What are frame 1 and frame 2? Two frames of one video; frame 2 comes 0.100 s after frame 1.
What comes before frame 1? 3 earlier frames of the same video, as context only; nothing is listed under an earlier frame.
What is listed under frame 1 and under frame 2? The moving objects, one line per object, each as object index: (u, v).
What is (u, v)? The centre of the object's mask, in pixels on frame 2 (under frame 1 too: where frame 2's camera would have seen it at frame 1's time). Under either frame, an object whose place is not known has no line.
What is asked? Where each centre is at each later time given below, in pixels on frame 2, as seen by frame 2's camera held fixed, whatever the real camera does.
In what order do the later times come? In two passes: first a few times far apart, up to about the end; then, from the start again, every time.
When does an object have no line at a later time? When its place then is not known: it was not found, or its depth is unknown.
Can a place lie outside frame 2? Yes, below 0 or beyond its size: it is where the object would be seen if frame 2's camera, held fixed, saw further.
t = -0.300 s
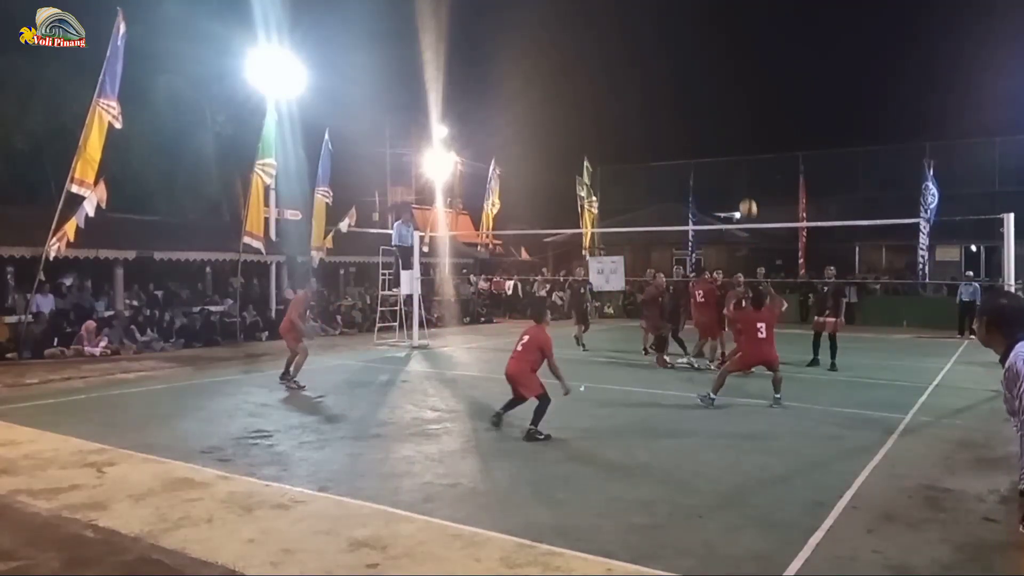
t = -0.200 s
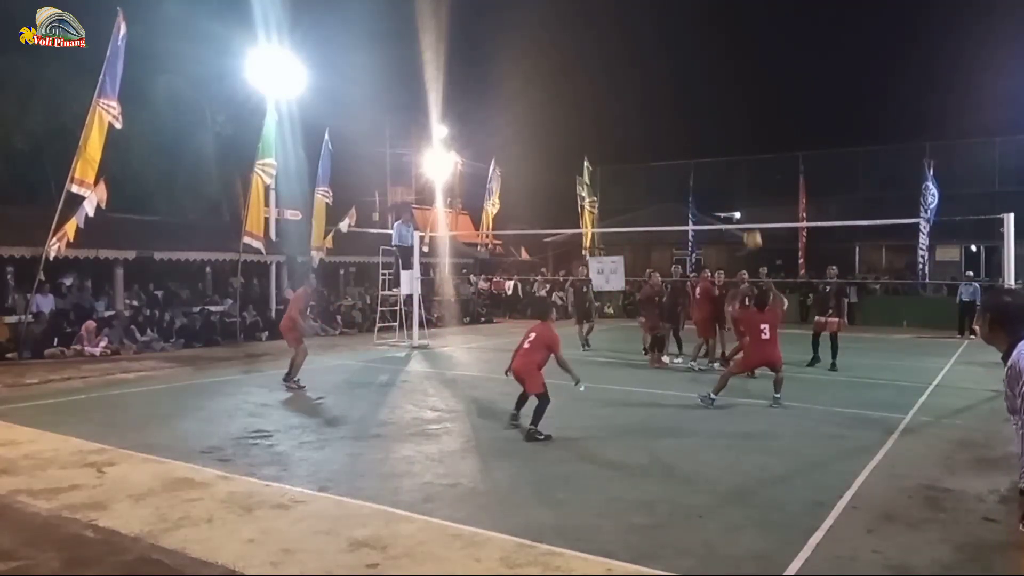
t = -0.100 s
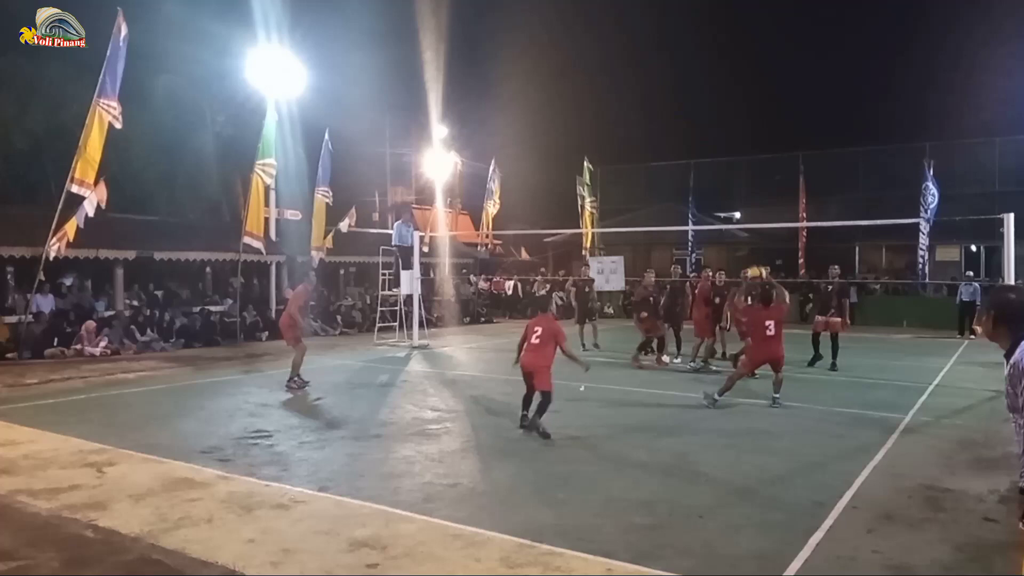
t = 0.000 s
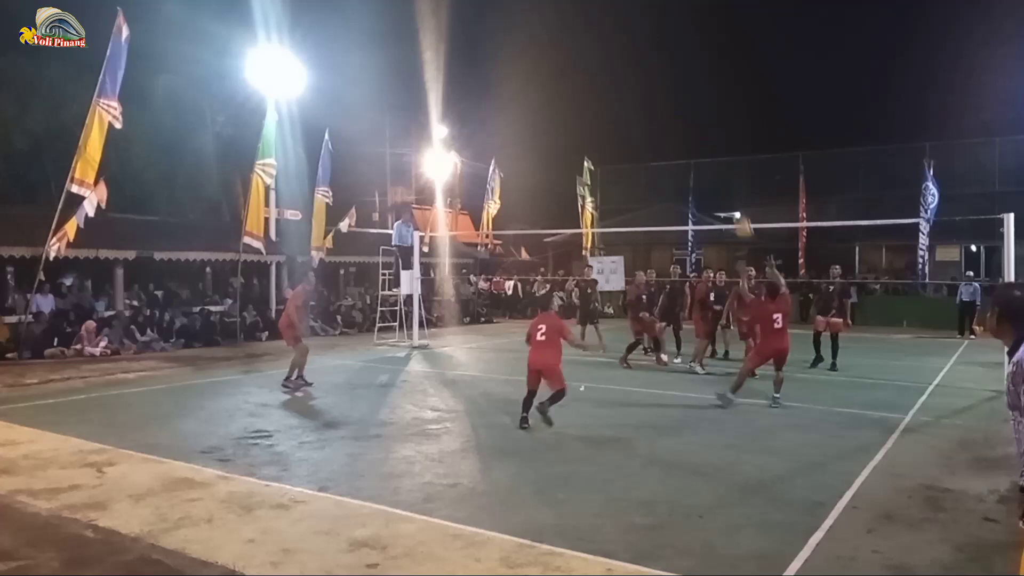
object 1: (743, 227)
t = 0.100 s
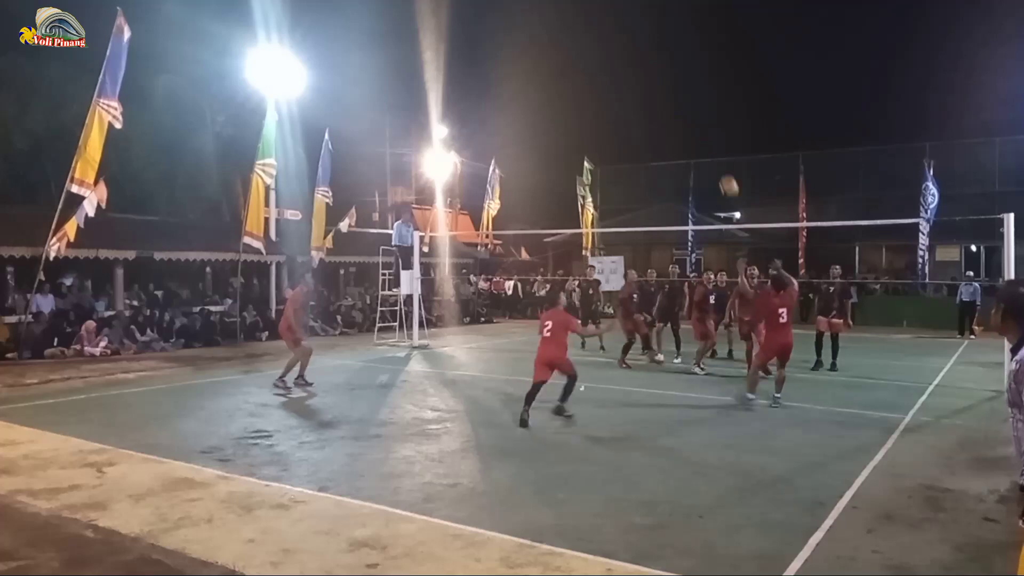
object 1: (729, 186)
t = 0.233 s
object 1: (710, 145)
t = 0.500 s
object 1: (676, 107)
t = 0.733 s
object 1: (648, 115)
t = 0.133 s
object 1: (724, 175)
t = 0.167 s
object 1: (720, 164)
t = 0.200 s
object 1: (715, 154)
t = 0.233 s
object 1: (710, 145)
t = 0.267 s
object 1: (706, 137)
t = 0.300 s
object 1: (701, 130)
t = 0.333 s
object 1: (697, 124)
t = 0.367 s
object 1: (693, 120)
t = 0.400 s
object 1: (689, 115)
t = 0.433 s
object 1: (685, 111)
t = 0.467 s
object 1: (680, 108)
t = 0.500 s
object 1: (676, 107)
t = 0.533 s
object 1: (672, 106)
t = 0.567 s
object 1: (668, 105)
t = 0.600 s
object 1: (664, 106)
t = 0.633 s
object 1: (660, 107)
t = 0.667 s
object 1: (656, 109)
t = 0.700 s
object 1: (652, 112)
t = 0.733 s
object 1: (648, 115)
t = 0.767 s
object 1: (645, 119)
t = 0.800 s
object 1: (641, 124)
